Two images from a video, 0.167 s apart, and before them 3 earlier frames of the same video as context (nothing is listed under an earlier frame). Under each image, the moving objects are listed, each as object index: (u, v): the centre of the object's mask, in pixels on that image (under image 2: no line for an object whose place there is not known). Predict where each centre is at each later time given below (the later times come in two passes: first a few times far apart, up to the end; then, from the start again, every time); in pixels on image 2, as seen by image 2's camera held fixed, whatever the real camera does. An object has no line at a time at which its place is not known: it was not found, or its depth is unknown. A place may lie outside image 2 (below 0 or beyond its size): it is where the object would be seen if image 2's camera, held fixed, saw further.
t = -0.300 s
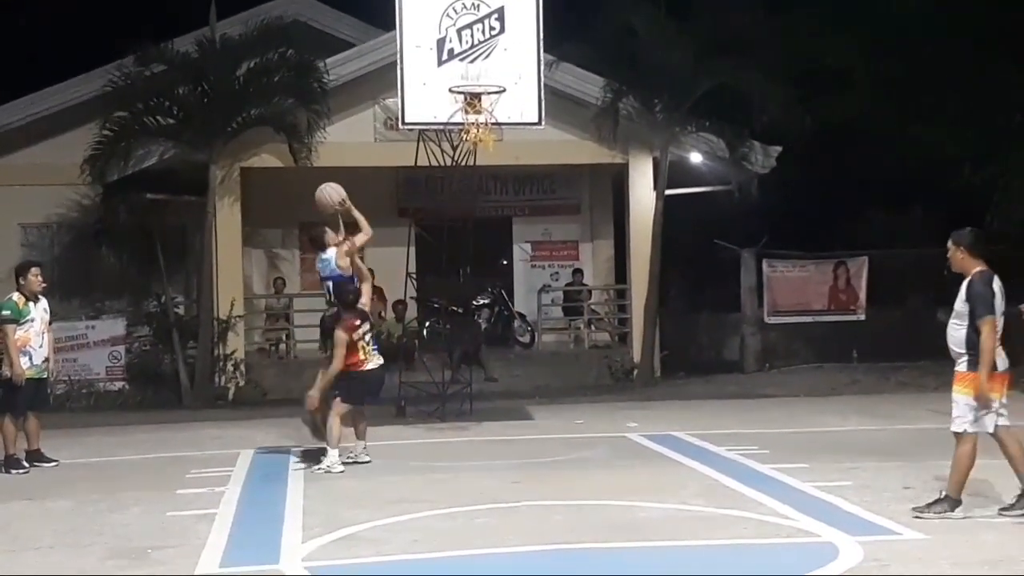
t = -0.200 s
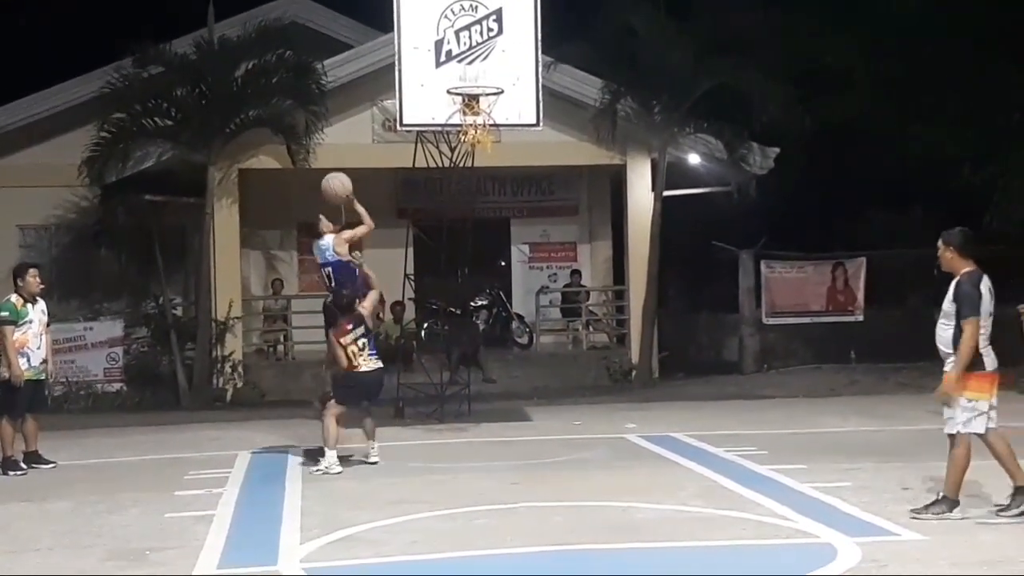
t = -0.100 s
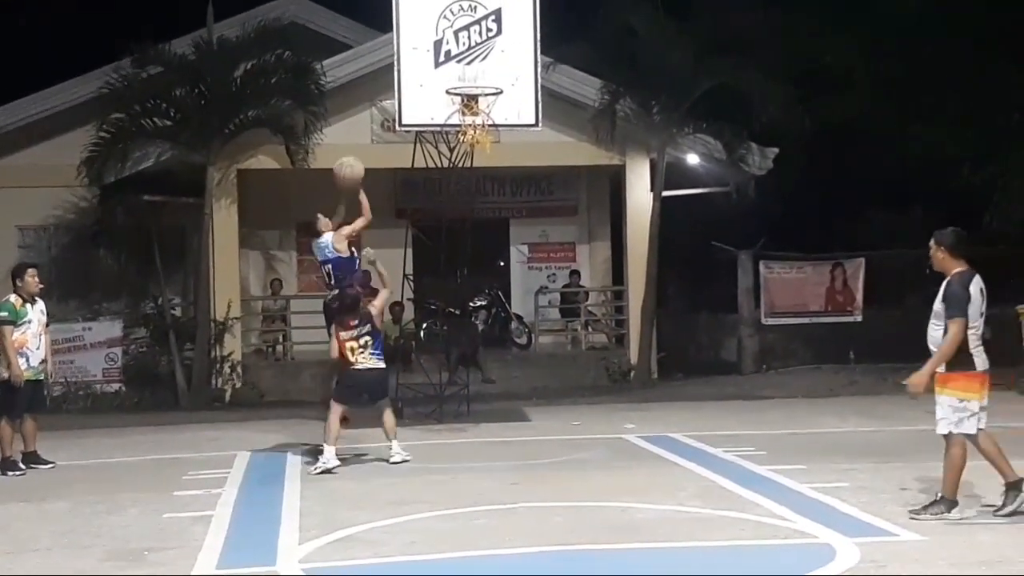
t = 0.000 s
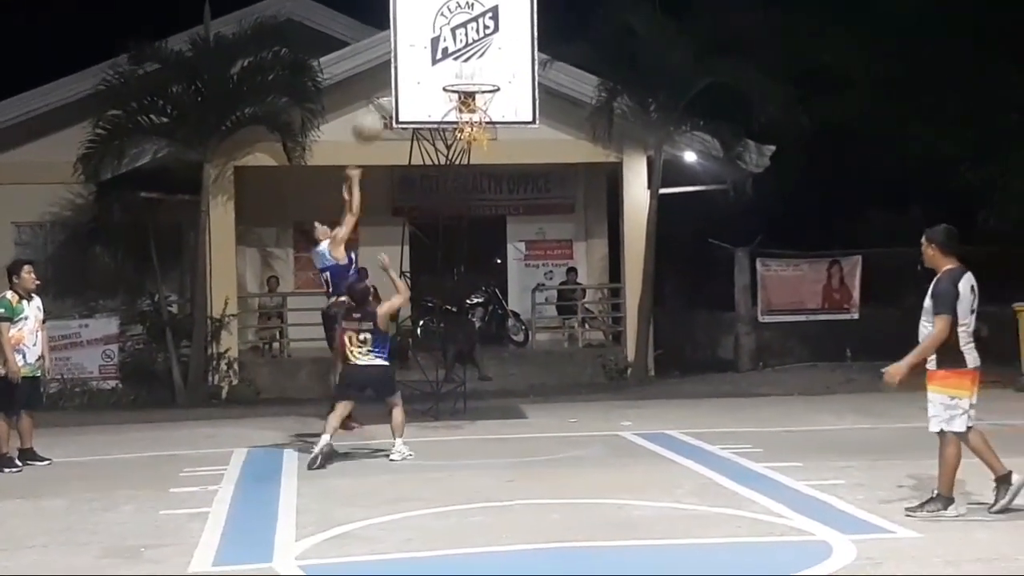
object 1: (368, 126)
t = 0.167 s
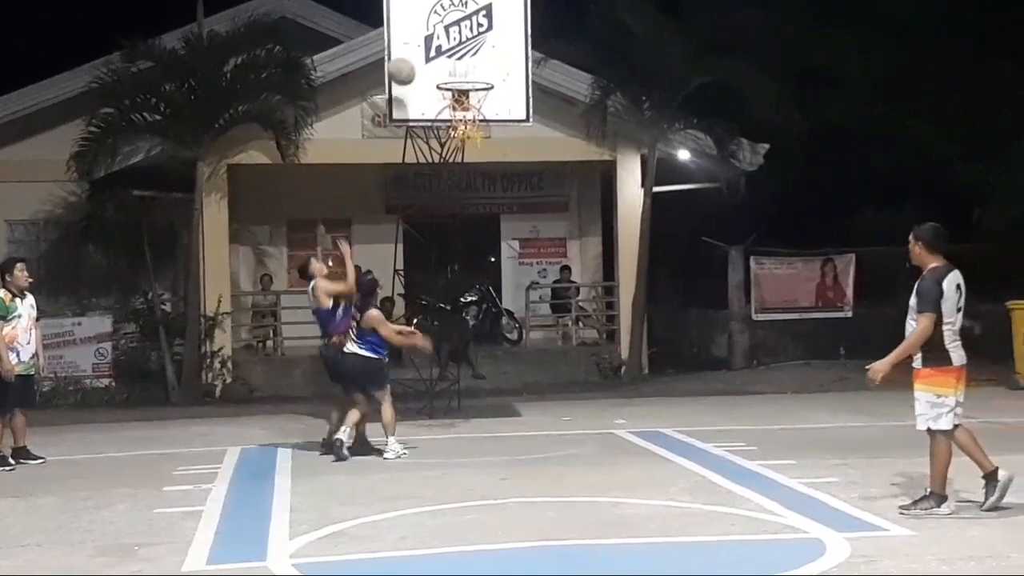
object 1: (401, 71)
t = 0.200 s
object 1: (410, 65)
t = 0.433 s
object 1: (461, 53)
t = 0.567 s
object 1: (480, 75)
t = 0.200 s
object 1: (410, 65)
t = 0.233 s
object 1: (418, 60)
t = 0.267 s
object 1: (426, 55)
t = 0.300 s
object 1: (434, 52)
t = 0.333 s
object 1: (440, 51)
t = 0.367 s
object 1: (449, 50)
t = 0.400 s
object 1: (456, 51)
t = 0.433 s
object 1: (461, 53)
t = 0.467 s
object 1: (467, 58)
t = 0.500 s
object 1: (472, 65)
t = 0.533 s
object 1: (477, 71)
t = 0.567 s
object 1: (480, 75)
